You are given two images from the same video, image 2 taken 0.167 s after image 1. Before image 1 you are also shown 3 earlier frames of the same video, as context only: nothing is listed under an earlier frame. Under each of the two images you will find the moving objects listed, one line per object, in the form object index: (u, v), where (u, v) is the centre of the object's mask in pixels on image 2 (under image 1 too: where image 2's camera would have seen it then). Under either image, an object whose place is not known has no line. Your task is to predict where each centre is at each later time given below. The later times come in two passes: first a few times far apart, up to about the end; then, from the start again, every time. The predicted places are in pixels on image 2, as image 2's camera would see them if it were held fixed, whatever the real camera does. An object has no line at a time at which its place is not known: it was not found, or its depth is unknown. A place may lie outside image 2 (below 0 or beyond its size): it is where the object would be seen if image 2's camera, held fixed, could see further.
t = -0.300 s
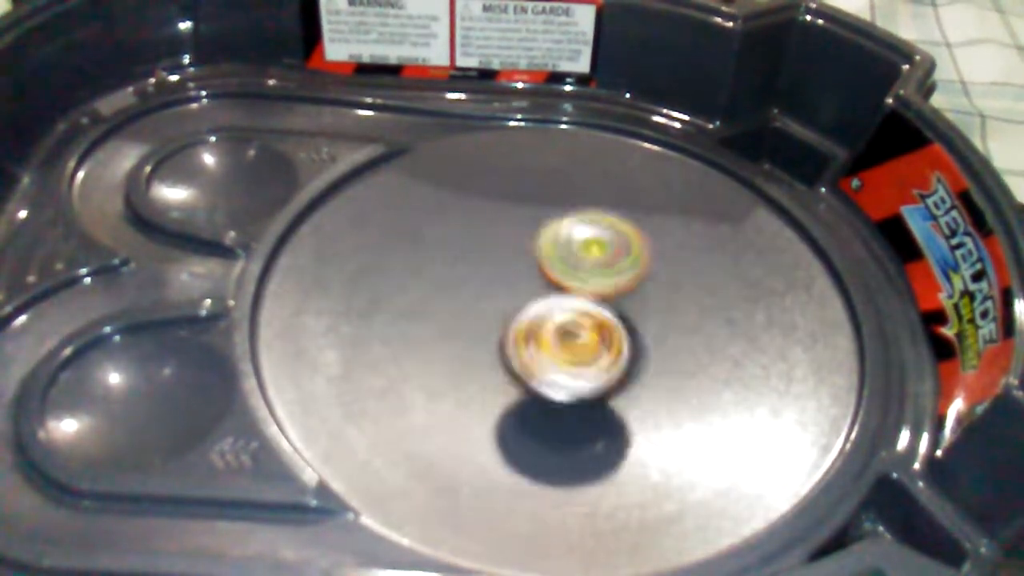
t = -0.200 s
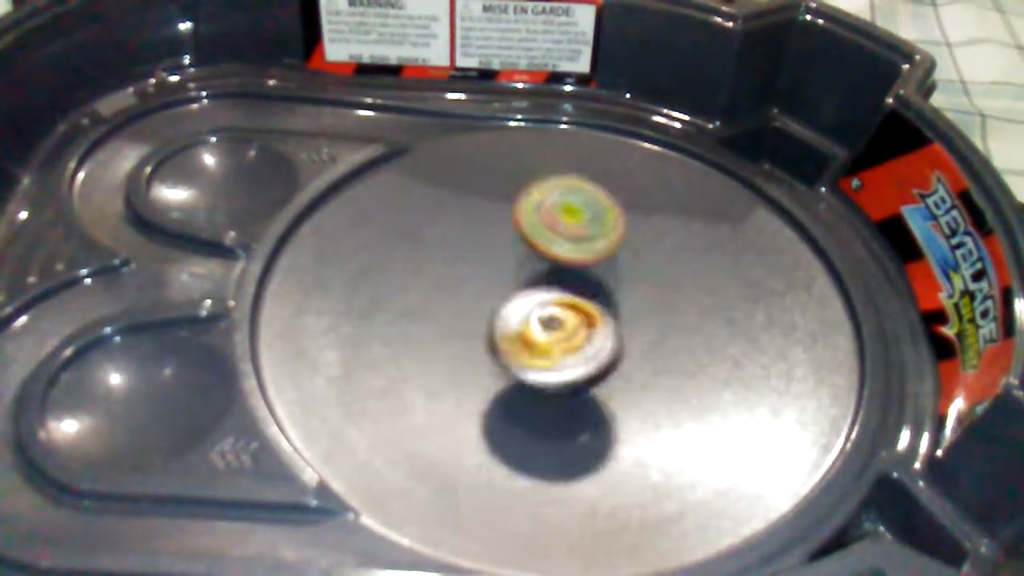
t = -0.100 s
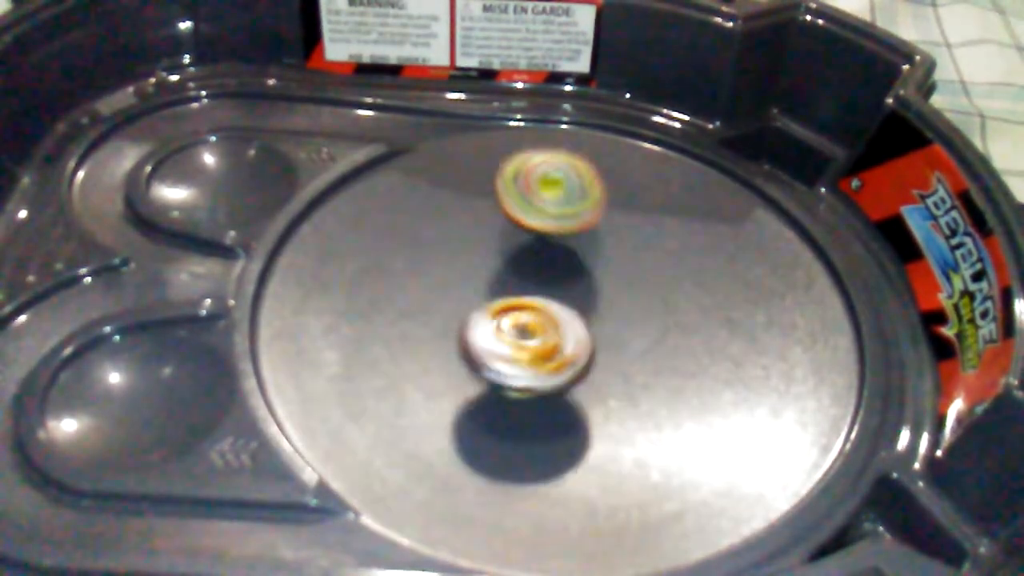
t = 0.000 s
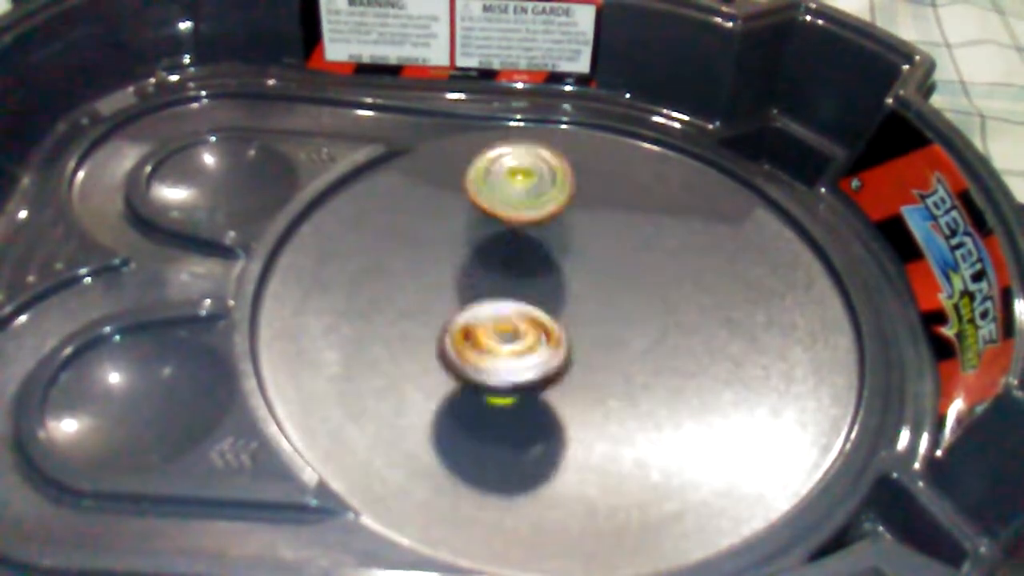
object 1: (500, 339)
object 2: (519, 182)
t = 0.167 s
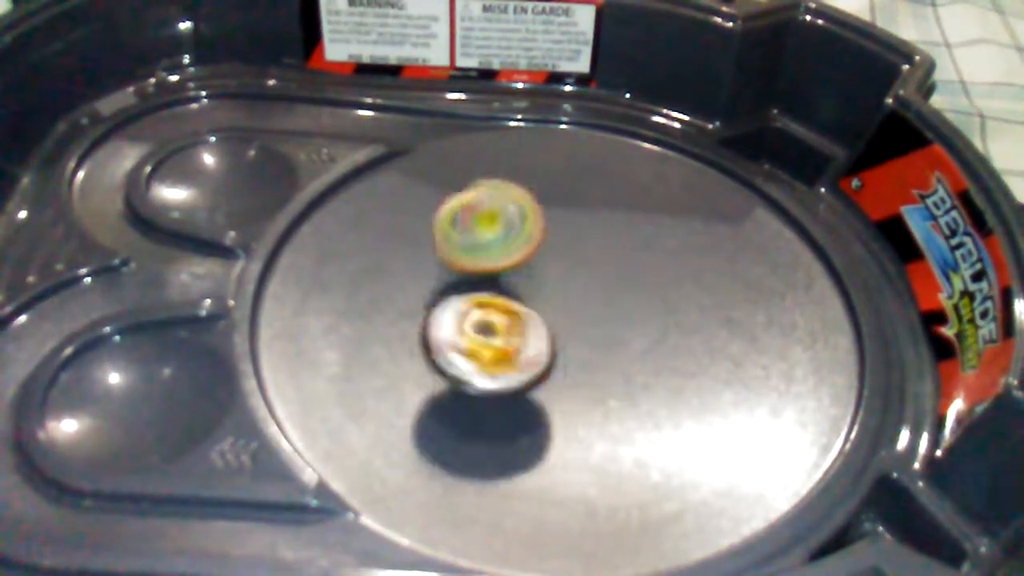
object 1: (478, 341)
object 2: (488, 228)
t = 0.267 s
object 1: (473, 343)
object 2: (499, 250)
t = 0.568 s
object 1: (467, 339)
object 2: (565, 275)
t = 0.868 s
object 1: (472, 299)
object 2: (620, 319)
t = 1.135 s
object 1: (510, 291)
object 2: (631, 360)
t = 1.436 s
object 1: (556, 309)
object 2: (554, 390)
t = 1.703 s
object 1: (611, 261)
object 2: (457, 384)
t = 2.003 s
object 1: (604, 249)
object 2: (454, 365)
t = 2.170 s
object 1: (611, 279)
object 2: (459, 364)
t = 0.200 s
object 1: (483, 345)
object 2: (485, 239)
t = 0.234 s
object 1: (485, 331)
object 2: (486, 247)
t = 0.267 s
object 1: (473, 343)
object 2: (499, 250)
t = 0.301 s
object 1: (461, 347)
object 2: (501, 251)
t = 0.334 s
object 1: (458, 342)
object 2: (508, 251)
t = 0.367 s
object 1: (452, 347)
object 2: (519, 253)
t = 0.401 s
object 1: (440, 350)
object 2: (524, 255)
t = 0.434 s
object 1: (442, 351)
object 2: (535, 257)
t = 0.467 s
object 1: (454, 355)
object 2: (543, 262)
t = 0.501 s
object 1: (456, 348)
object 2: (548, 264)
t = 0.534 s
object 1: (457, 354)
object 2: (557, 267)
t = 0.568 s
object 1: (467, 339)
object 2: (565, 275)
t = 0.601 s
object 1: (469, 331)
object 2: (569, 278)
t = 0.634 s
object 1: (468, 331)
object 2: (575, 282)
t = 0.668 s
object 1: (474, 321)
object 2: (587, 291)
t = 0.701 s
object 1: (469, 325)
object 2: (592, 296)
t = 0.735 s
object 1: (471, 310)
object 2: (596, 298)
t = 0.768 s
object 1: (458, 312)
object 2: (603, 302)
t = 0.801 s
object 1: (458, 299)
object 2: (612, 309)
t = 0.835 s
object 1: (467, 300)
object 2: (615, 315)
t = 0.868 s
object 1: (472, 299)
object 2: (620, 319)
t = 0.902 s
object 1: (479, 306)
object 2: (625, 326)
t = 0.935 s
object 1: (478, 312)
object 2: (627, 332)
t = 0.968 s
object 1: (481, 305)
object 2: (629, 336)
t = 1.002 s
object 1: (483, 300)
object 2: (627, 339)
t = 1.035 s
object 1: (489, 295)
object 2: (628, 342)
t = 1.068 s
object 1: (505, 293)
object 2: (624, 344)
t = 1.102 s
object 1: (514, 292)
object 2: (629, 353)
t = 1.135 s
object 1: (510, 291)
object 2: (631, 360)
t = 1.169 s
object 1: (505, 296)
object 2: (631, 363)
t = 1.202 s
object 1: (515, 295)
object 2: (630, 367)
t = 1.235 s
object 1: (517, 296)
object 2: (631, 369)
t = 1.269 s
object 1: (527, 292)
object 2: (628, 370)
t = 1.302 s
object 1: (527, 304)
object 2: (621, 369)
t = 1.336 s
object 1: (522, 310)
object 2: (608, 368)
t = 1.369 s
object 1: (528, 306)
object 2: (591, 371)
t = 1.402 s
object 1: (547, 314)
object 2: (571, 380)
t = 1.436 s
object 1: (556, 309)
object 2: (554, 390)
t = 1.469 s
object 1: (569, 308)
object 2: (533, 401)
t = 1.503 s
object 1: (582, 304)
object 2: (519, 407)
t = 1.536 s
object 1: (594, 296)
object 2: (502, 410)
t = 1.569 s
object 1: (606, 288)
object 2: (491, 410)
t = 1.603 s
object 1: (623, 281)
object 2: (480, 404)
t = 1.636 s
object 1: (618, 272)
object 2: (472, 398)
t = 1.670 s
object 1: (615, 265)
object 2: (464, 389)
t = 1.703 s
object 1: (611, 261)
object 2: (457, 384)
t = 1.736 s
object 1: (610, 253)
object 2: (450, 376)
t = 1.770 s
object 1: (606, 250)
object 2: (442, 369)
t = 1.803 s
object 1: (603, 248)
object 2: (436, 365)
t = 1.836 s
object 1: (600, 245)
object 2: (434, 362)
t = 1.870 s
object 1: (599, 243)
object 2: (433, 361)
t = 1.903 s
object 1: (598, 243)
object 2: (436, 361)
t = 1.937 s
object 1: (599, 244)
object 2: (439, 362)
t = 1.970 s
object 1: (601, 245)
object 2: (446, 363)
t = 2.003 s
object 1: (604, 249)
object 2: (454, 365)
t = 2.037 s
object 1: (605, 260)
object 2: (459, 367)
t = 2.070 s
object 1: (606, 262)
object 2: (463, 368)
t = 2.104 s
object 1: (608, 265)
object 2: (464, 368)
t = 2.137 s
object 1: (609, 268)
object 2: (464, 367)
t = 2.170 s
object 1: (611, 279)
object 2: (459, 364)
